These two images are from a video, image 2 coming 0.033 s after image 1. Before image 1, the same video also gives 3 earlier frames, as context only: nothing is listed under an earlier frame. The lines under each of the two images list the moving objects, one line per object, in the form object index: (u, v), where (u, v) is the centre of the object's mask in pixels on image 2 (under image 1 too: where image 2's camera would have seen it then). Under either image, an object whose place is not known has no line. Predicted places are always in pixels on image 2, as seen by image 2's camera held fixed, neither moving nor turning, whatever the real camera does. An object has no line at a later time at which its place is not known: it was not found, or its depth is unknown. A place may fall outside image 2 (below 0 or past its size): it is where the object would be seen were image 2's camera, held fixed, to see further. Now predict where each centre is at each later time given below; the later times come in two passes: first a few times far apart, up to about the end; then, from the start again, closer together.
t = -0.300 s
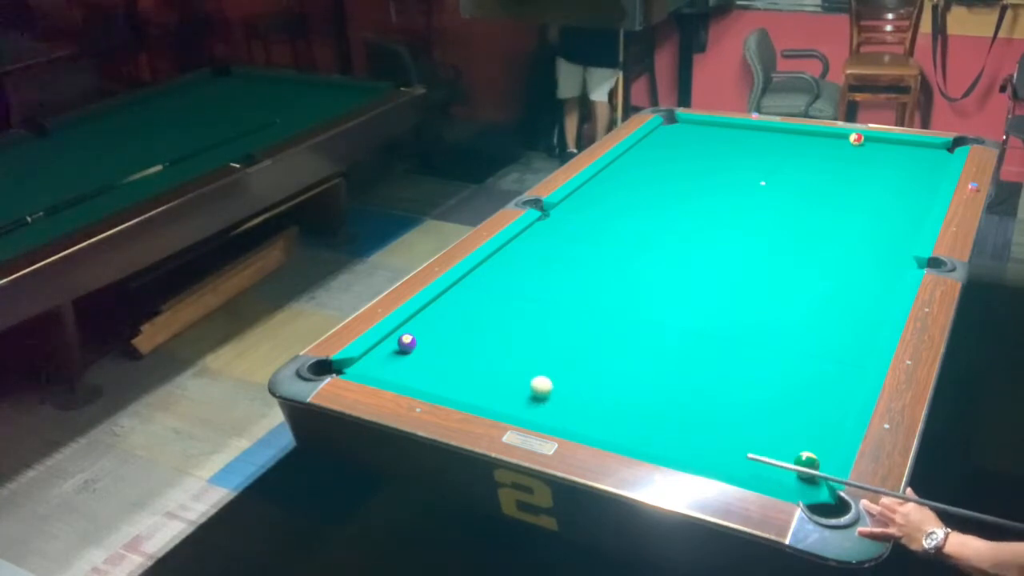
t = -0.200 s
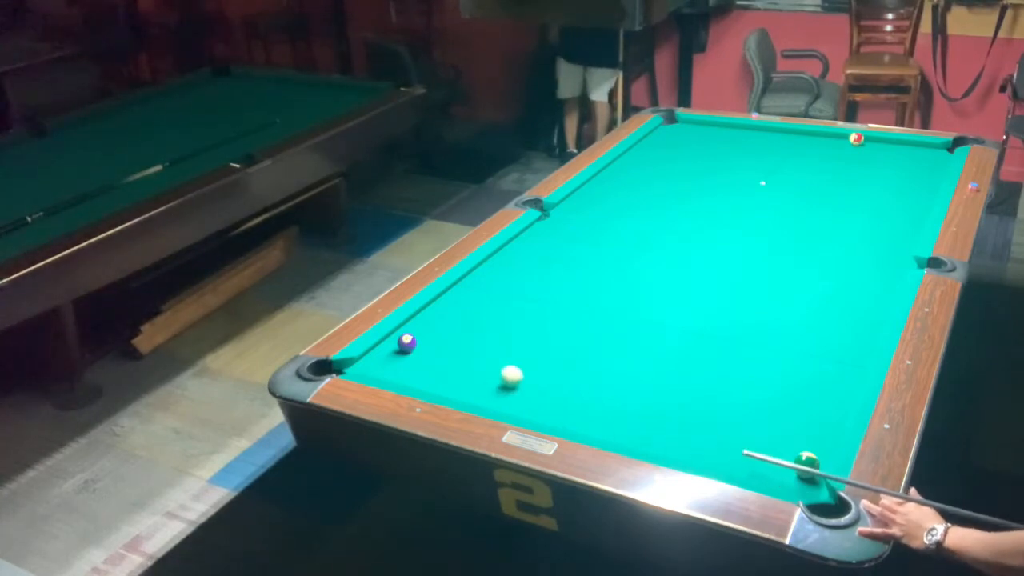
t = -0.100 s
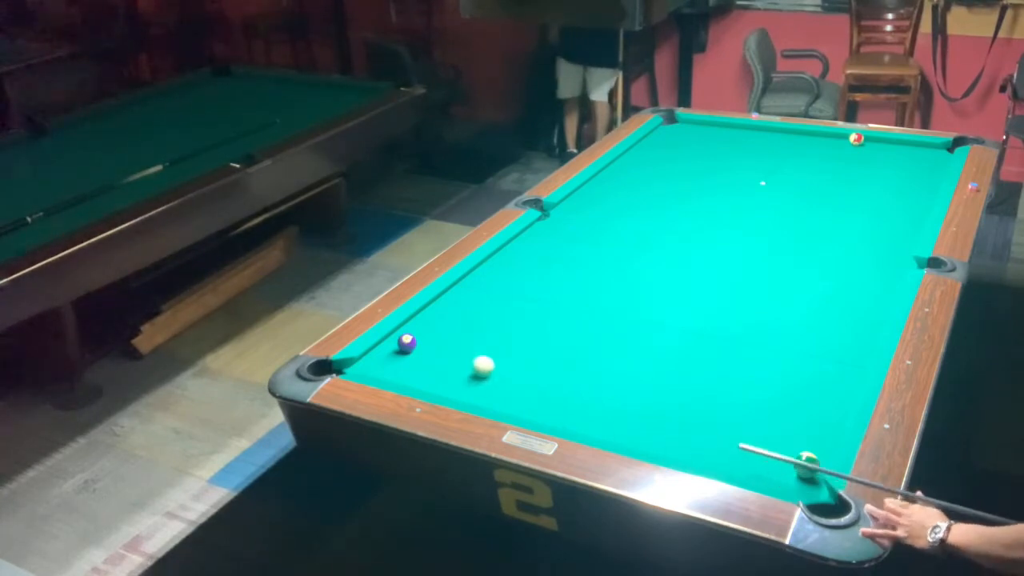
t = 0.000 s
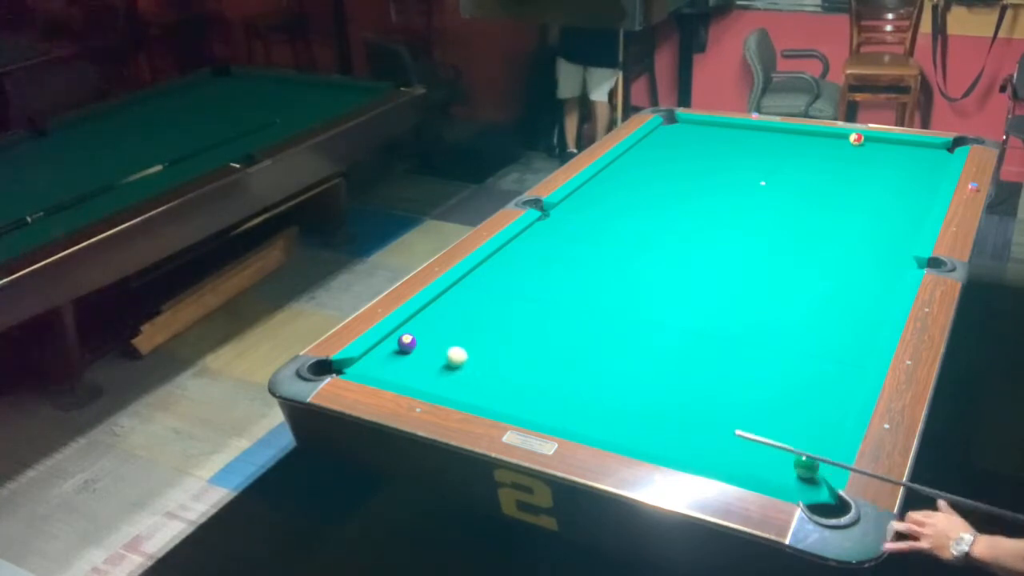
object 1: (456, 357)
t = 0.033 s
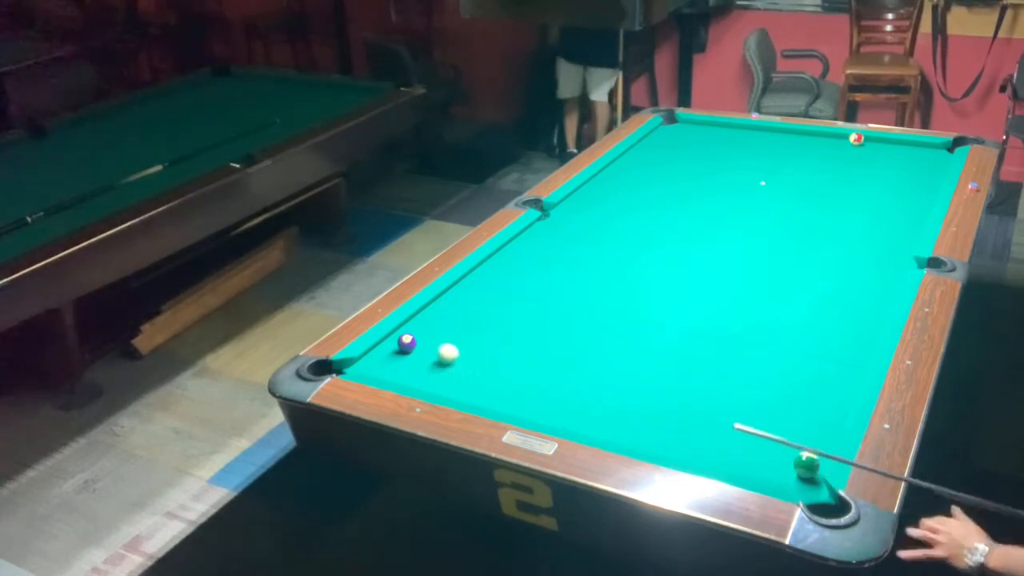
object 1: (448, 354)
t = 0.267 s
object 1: (423, 340)
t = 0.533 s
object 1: (420, 327)
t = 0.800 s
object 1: (421, 317)
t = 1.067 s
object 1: (434, 313)
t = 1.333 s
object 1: (445, 310)
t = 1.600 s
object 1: (453, 308)
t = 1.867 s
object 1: (461, 306)
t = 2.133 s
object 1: (466, 305)
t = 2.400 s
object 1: (471, 304)
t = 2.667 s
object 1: (473, 304)
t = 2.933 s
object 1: (473, 304)
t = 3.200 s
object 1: (473, 304)
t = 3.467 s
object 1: (473, 304)
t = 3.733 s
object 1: (473, 305)
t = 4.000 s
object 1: (473, 305)
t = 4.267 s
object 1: (473, 305)
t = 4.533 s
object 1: (473, 305)
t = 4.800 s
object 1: (473, 305)
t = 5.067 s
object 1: (473, 305)
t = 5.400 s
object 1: (474, 303)
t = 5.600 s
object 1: (473, 304)
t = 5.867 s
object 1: (473, 304)
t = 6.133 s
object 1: (473, 304)
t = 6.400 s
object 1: (473, 304)
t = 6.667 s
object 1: (473, 304)
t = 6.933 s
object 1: (473, 305)
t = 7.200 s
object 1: (473, 305)
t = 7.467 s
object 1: (473, 305)
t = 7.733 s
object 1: (473, 305)
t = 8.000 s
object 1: (473, 305)
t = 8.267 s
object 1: (473, 305)
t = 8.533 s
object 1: (473, 304)
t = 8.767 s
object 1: (473, 304)
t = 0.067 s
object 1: (439, 351)
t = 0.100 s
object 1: (431, 348)
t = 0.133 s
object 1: (425, 346)
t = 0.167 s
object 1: (425, 344)
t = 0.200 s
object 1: (425, 343)
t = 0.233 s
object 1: (424, 341)
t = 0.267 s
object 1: (423, 340)
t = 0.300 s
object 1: (423, 338)
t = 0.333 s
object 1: (423, 336)
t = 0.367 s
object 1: (423, 334)
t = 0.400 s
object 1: (423, 332)
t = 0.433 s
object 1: (422, 330)
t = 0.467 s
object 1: (421, 330)
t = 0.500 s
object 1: (421, 328)
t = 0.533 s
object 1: (420, 327)
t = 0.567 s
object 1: (420, 325)
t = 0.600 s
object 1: (419, 324)
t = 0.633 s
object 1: (420, 322)
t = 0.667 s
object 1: (419, 321)
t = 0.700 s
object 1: (419, 319)
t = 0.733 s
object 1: (419, 318)
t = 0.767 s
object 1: (420, 317)
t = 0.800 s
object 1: (421, 317)
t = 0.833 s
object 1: (423, 316)
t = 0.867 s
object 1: (425, 316)
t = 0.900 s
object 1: (426, 315)
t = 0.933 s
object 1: (428, 315)
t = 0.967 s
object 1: (429, 314)
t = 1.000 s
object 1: (431, 314)
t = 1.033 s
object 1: (433, 313)
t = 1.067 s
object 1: (434, 313)
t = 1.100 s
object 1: (435, 313)
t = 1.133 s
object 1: (437, 312)
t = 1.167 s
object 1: (438, 312)
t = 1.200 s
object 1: (439, 312)
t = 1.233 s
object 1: (441, 311)
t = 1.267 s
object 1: (442, 311)
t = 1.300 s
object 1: (443, 310)
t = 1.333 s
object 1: (445, 310)
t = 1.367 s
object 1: (446, 310)
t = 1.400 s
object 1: (447, 310)
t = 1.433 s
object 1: (448, 309)
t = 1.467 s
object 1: (449, 309)
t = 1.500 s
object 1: (450, 309)
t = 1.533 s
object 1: (451, 309)
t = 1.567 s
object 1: (453, 308)
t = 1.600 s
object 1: (453, 308)
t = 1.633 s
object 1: (455, 308)
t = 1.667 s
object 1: (455, 308)
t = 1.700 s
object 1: (456, 307)
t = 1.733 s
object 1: (457, 307)
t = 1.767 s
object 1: (458, 307)
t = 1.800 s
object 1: (459, 307)
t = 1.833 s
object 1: (460, 307)
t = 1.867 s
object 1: (461, 306)
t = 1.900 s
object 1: (462, 306)
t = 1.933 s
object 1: (462, 306)
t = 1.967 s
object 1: (463, 306)
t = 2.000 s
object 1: (464, 306)
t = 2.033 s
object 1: (464, 306)
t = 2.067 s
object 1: (465, 305)
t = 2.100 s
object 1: (466, 305)
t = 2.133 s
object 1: (466, 305)
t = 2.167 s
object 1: (467, 305)
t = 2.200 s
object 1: (467, 305)
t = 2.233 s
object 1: (468, 305)
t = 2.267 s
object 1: (469, 305)
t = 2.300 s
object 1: (469, 305)
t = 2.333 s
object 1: (470, 304)
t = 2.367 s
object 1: (470, 304)
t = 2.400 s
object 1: (471, 304)
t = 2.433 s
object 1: (471, 304)
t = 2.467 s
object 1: (471, 304)
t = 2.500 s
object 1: (472, 304)
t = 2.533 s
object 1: (472, 304)
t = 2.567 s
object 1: (472, 304)
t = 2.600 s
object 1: (473, 304)
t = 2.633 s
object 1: (473, 304)
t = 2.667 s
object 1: (473, 304)
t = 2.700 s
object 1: (473, 304)
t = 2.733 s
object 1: (473, 304)
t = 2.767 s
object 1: (473, 304)
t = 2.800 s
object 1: (473, 304)
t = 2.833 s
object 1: (473, 304)
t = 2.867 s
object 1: (473, 304)
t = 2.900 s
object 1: (473, 304)
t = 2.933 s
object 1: (473, 304)
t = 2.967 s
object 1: (473, 304)
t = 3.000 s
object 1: (473, 304)
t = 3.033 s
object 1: (473, 304)
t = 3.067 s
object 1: (473, 304)
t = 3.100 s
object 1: (473, 304)
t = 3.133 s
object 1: (473, 304)
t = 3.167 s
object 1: (473, 304)
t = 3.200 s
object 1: (473, 304)
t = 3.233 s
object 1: (473, 304)
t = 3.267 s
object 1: (473, 304)
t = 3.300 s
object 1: (473, 304)
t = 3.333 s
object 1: (473, 304)
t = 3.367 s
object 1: (473, 305)
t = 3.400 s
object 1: (473, 304)
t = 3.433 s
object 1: (473, 304)
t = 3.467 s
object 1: (473, 304)
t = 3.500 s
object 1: (473, 305)
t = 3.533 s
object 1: (473, 305)
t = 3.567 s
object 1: (473, 304)
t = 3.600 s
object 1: (473, 304)
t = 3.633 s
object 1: (473, 304)
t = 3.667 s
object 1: (473, 304)
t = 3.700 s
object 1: (473, 304)
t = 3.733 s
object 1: (473, 305)
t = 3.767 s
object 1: (473, 305)
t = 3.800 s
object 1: (473, 305)
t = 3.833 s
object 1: (473, 305)
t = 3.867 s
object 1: (473, 305)
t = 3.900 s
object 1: (473, 305)
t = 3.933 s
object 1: (473, 305)
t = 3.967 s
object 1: (473, 305)
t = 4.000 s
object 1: (473, 305)
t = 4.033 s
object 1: (473, 305)
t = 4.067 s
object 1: (473, 305)
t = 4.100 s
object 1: (473, 305)
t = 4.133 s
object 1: (473, 305)
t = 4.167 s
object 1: (473, 305)
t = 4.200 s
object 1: (473, 305)
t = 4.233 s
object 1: (473, 305)
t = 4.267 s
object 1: (473, 305)
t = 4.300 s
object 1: (473, 305)
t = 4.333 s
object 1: (473, 305)
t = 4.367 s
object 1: (473, 305)
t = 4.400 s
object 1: (473, 305)
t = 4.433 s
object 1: (473, 305)
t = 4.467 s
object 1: (473, 305)
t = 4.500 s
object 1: (473, 305)
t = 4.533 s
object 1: (473, 305)
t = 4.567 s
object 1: (473, 305)
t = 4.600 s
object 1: (473, 305)
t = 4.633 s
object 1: (473, 305)
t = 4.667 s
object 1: (473, 305)
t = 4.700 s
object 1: (473, 305)
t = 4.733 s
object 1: (473, 305)
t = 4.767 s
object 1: (473, 305)
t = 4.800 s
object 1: (473, 305)
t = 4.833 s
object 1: (473, 305)
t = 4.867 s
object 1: (473, 305)
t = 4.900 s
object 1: (473, 305)
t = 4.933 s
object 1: (473, 305)
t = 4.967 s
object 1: (473, 305)
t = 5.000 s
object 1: (473, 305)
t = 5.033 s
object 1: (473, 305)
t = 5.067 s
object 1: (473, 305)
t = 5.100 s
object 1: (473, 305)
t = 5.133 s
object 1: (473, 304)
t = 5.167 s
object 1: (473, 303)
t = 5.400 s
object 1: (474, 303)
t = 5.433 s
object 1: (473, 304)
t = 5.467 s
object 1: (473, 304)
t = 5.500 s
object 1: (473, 304)
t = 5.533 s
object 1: (473, 304)
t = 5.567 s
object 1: (473, 304)
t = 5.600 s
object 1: (473, 304)
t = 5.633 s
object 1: (473, 304)
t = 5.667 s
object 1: (473, 304)
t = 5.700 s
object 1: (473, 304)
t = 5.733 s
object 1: (473, 304)
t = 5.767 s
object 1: (473, 304)
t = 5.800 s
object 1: (473, 304)
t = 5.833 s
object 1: (473, 304)
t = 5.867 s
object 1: (473, 304)
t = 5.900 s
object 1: (473, 304)
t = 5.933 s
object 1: (473, 304)
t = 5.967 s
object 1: (473, 304)
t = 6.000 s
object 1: (473, 304)
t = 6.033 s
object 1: (473, 304)
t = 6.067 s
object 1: (473, 304)
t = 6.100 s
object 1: (473, 304)
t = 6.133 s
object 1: (473, 304)
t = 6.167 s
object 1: (473, 304)
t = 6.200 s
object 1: (473, 304)
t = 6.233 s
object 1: (473, 304)
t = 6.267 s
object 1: (473, 304)
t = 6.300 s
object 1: (473, 304)
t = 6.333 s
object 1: (473, 304)
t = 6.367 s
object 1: (473, 304)
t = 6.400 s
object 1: (473, 304)
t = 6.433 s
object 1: (473, 304)
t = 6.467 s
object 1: (473, 304)
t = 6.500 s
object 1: (473, 304)
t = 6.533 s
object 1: (473, 305)
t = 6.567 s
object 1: (473, 304)
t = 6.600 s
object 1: (473, 304)
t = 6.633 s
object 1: (473, 304)
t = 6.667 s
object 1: (473, 304)
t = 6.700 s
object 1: (473, 304)
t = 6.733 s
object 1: (473, 304)
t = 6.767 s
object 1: (473, 304)
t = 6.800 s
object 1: (473, 304)
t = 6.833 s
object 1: (473, 305)
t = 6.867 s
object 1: (473, 305)
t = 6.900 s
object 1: (473, 305)
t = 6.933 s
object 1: (473, 305)
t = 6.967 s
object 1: (473, 305)
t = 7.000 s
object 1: (473, 305)
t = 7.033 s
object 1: (473, 305)
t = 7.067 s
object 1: (473, 305)
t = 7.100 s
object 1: (473, 305)
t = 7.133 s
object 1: (473, 305)
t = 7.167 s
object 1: (473, 305)
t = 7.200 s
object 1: (473, 305)
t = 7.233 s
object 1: (473, 305)
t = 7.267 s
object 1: (473, 305)
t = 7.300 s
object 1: (473, 305)
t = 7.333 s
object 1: (473, 305)
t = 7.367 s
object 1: (473, 305)
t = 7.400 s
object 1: (473, 305)
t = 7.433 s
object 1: (473, 305)
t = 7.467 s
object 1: (473, 305)
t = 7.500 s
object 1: (473, 305)
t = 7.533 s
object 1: (473, 305)
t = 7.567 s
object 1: (473, 305)
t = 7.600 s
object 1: (473, 305)
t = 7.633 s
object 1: (473, 305)
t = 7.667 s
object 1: (473, 305)
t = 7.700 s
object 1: (473, 305)
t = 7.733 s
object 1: (473, 305)
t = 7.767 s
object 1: (473, 305)
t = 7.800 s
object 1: (473, 305)
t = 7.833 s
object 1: (473, 305)
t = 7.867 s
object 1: (473, 305)
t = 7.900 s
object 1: (473, 305)
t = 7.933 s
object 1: (473, 305)
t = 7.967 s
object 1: (473, 305)
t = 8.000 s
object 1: (473, 305)
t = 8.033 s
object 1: (473, 305)
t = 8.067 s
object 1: (473, 305)
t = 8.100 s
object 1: (473, 305)
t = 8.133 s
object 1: (473, 305)
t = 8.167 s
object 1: (473, 305)
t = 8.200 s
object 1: (473, 305)
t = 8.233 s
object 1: (473, 305)
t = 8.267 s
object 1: (473, 305)
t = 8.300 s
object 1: (473, 305)
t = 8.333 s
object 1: (473, 305)
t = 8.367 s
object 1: (473, 305)
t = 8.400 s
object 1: (473, 304)
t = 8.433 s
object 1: (473, 304)
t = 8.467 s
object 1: (473, 304)
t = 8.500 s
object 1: (473, 304)
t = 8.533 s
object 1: (473, 304)
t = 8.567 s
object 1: (473, 304)
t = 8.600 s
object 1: (473, 304)
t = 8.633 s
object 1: (473, 304)
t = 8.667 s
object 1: (473, 304)
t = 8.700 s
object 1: (473, 304)
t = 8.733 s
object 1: (473, 304)
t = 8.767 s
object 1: (473, 304)
